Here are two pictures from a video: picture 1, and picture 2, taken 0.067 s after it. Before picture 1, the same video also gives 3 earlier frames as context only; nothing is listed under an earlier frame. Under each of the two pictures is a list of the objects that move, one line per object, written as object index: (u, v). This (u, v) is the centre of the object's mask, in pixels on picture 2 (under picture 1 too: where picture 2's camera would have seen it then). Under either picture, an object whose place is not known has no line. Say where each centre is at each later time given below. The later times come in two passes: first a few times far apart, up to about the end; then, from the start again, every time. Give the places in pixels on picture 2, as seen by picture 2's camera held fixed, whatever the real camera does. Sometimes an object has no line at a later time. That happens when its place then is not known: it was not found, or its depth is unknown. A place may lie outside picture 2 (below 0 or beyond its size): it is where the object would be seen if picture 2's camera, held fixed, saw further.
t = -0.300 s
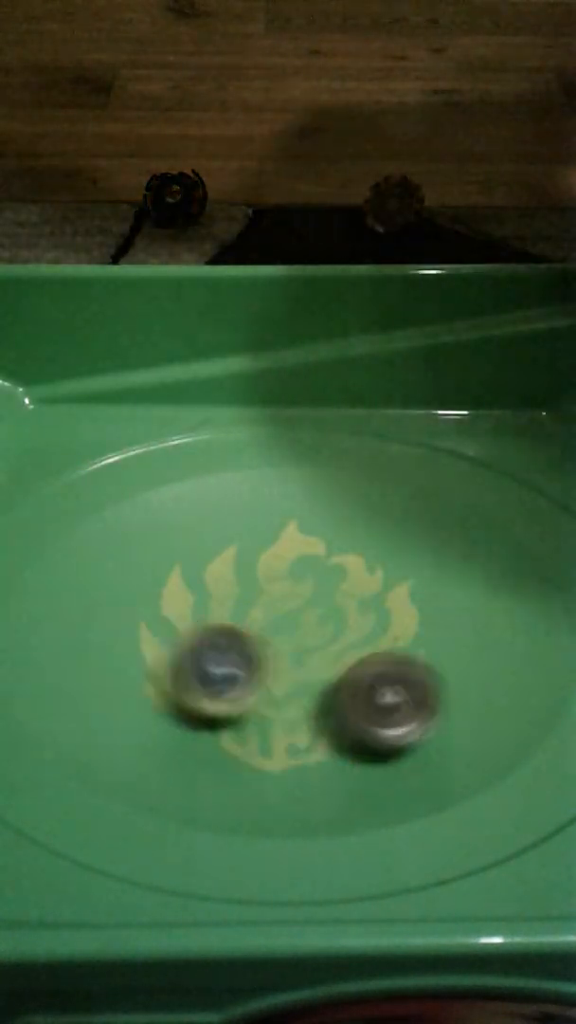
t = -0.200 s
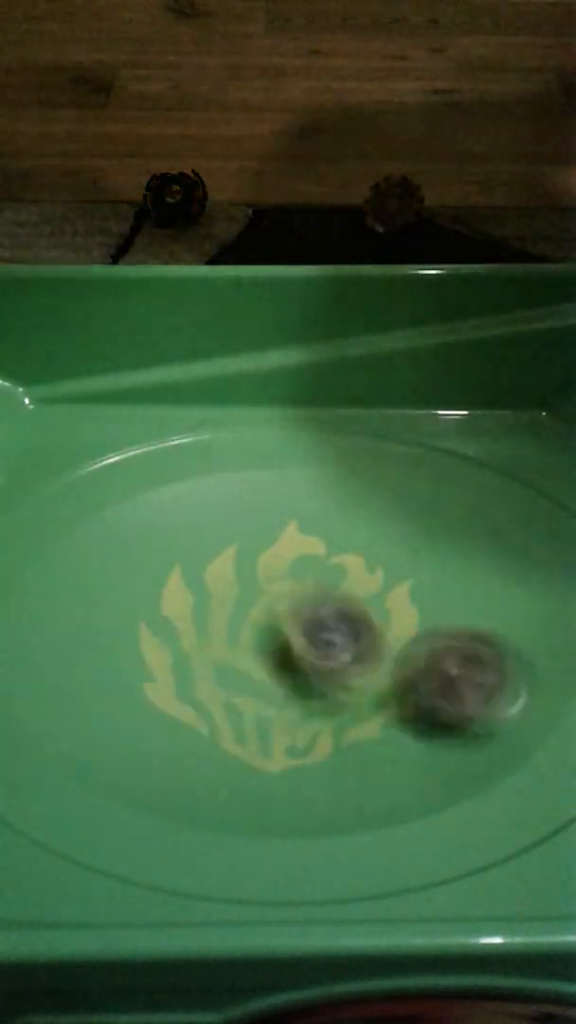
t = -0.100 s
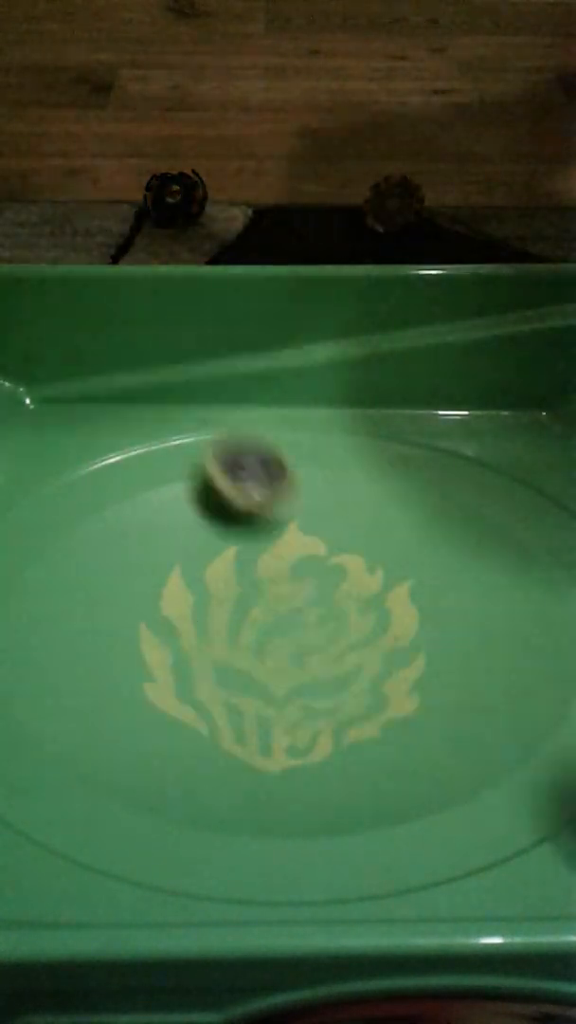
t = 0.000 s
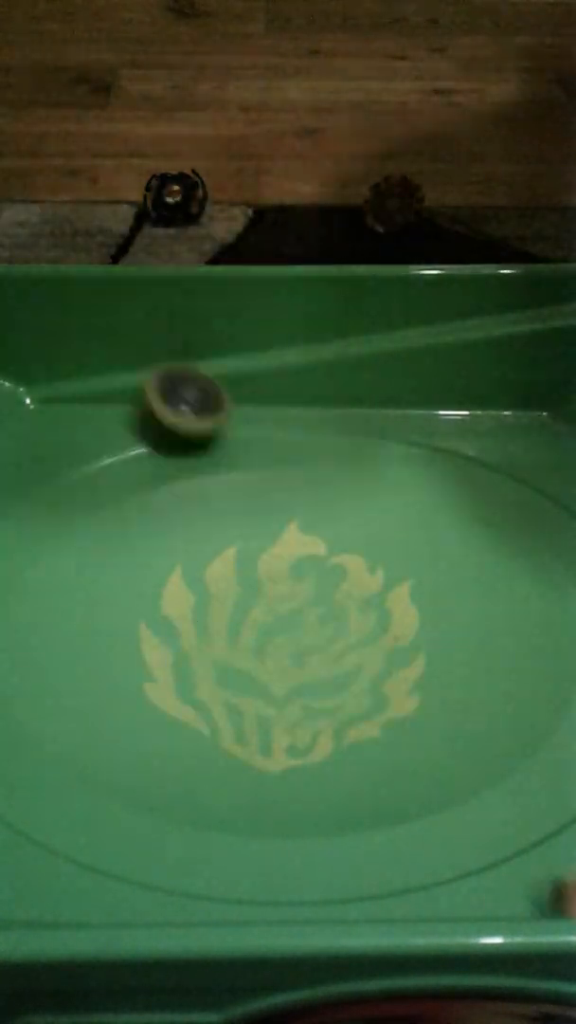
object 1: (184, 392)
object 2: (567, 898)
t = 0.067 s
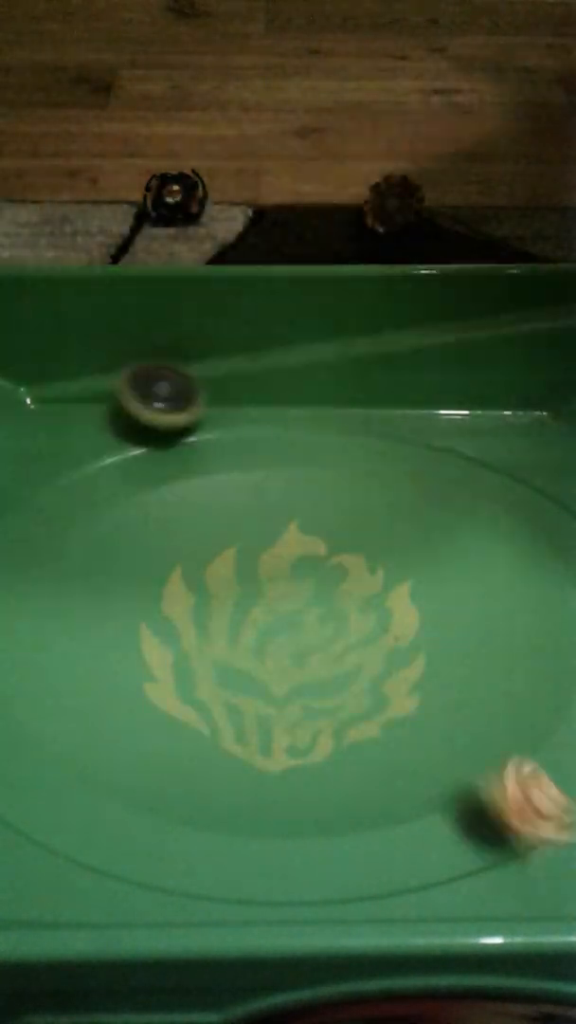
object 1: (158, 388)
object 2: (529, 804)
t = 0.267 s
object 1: (100, 383)
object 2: (322, 597)
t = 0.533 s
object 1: (77, 391)
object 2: (191, 504)
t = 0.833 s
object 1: (324, 538)
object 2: (242, 659)
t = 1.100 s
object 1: (358, 714)
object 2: (246, 685)
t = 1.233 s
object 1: (418, 747)
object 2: (246, 686)
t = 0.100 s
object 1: (143, 391)
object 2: (490, 767)
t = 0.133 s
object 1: (131, 391)
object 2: (449, 747)
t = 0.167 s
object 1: (125, 386)
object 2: (412, 707)
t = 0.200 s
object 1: (115, 384)
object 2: (376, 664)
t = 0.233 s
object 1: (106, 384)
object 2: (350, 628)
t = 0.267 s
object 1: (100, 383)
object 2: (322, 597)
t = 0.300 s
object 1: (95, 382)
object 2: (298, 561)
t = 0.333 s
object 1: (90, 383)
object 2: (277, 537)
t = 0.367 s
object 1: (87, 381)
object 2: (258, 516)
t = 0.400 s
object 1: (83, 383)
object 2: (242, 498)
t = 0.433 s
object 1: (82, 384)
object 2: (224, 491)
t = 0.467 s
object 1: (79, 387)
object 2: (211, 488)
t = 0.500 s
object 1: (77, 389)
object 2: (199, 493)
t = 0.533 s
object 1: (77, 391)
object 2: (191, 504)
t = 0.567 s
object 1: (113, 374)
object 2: (187, 517)
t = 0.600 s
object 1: (144, 367)
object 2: (185, 537)
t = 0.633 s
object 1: (180, 374)
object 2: (188, 557)
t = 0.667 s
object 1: (213, 391)
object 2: (194, 577)
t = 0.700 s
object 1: (243, 414)
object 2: (203, 597)
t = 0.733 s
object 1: (264, 436)
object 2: (213, 620)
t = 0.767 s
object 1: (287, 468)
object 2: (223, 634)
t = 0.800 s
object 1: (308, 502)
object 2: (232, 646)
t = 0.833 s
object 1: (324, 538)
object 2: (242, 659)
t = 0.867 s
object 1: (332, 568)
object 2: (253, 670)
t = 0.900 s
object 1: (337, 595)
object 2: (262, 679)
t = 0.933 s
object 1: (337, 621)
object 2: (266, 683)
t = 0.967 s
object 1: (338, 642)
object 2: (266, 684)
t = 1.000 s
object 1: (339, 664)
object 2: (255, 685)
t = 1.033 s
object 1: (342, 683)
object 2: (247, 686)
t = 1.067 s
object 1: (347, 699)
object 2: (246, 686)
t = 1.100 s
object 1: (358, 714)
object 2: (246, 685)
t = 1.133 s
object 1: (369, 727)
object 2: (246, 685)
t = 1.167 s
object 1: (383, 737)
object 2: (246, 685)
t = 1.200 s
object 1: (399, 744)
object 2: (246, 685)
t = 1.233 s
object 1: (418, 747)
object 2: (246, 686)
